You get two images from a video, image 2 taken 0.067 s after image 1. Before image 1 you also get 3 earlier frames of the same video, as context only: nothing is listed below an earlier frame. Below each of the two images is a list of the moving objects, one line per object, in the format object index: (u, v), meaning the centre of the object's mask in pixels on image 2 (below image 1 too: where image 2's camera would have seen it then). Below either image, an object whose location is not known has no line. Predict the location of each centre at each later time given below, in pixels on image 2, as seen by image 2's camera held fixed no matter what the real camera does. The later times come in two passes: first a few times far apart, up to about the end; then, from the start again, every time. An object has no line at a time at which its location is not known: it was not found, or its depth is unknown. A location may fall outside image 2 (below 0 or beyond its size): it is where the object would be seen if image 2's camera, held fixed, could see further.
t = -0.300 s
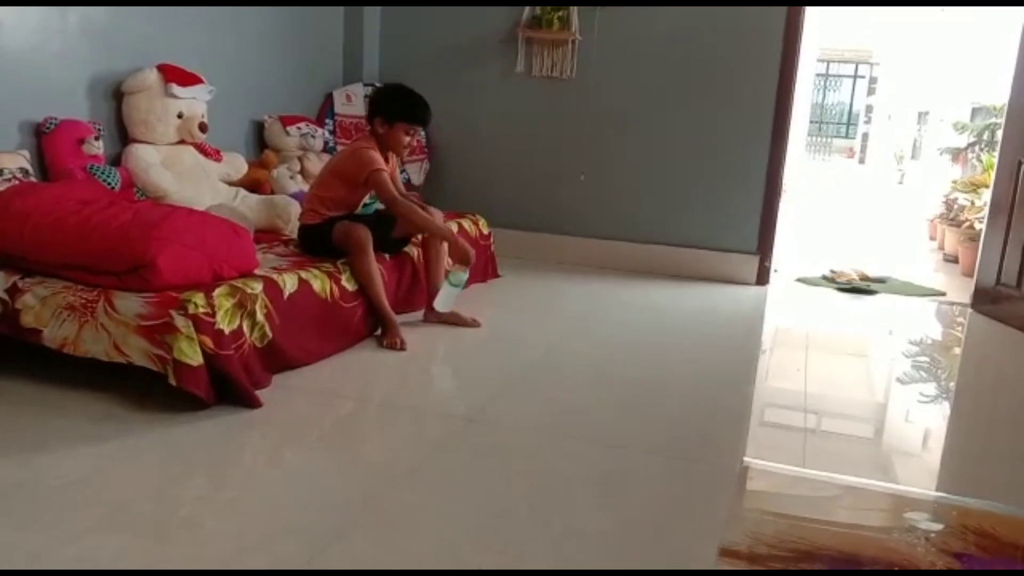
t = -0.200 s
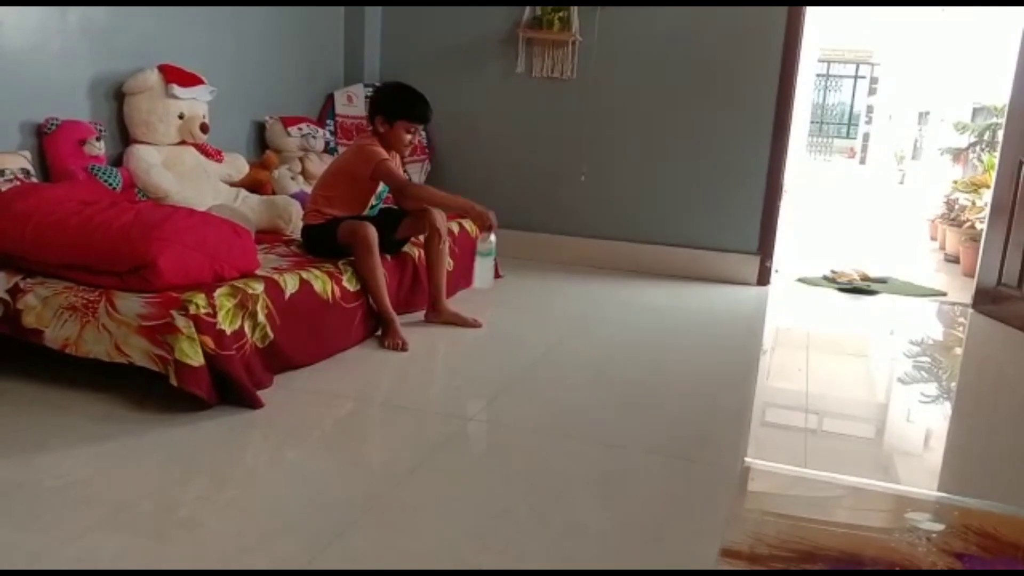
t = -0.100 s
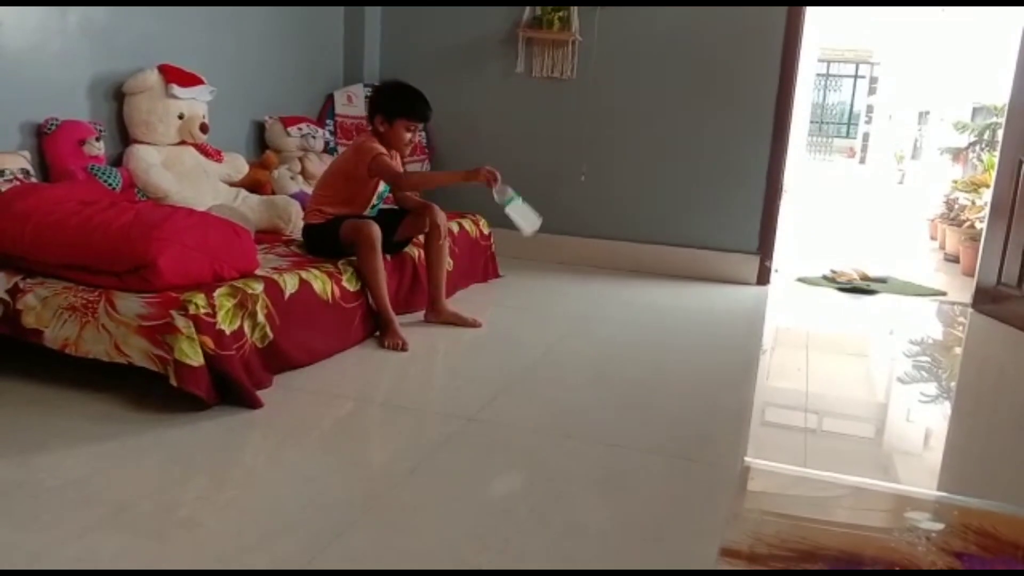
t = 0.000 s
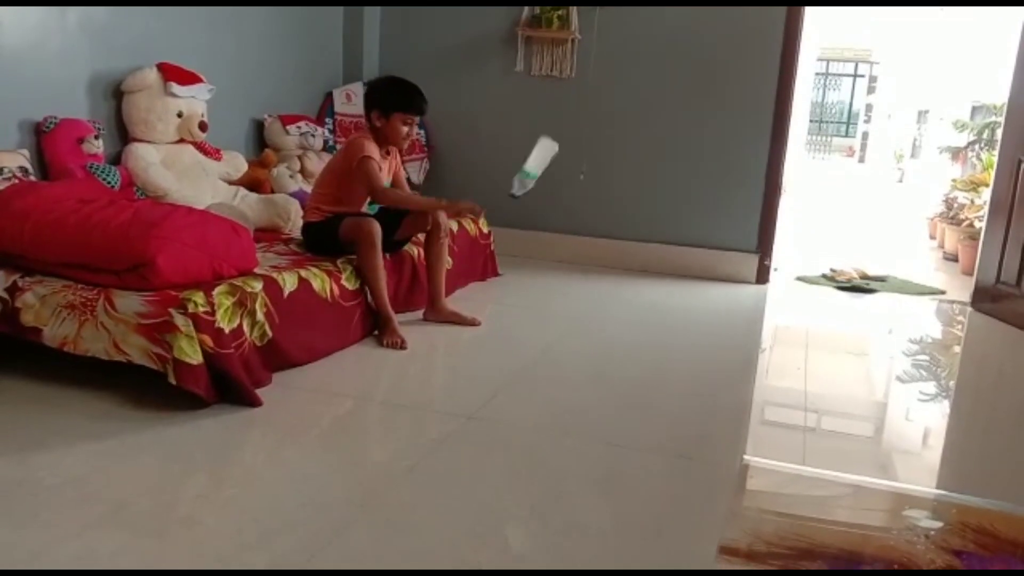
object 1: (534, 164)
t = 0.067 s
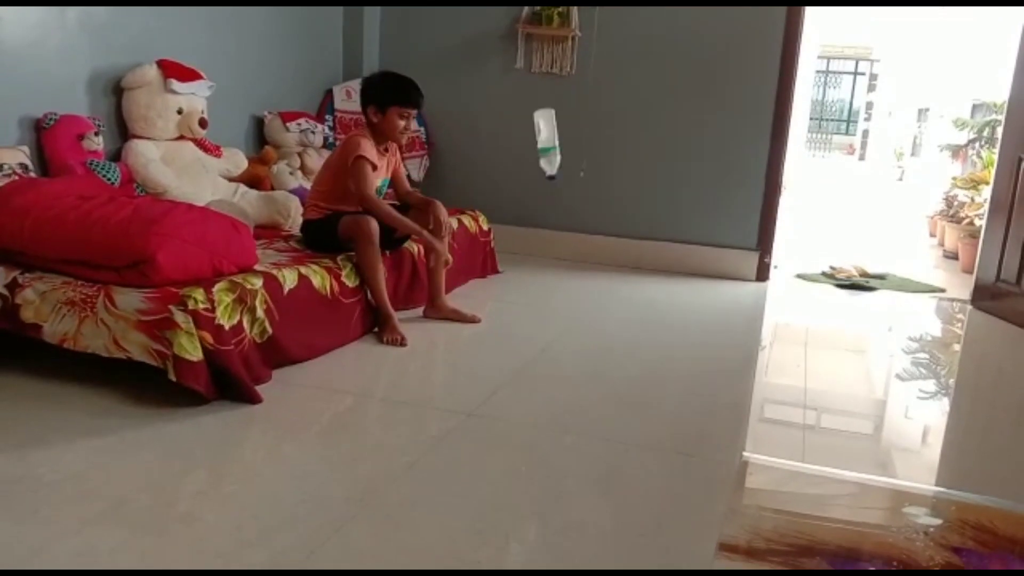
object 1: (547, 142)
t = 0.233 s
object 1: (566, 149)
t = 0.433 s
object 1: (571, 282)
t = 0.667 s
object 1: (545, 342)
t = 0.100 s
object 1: (552, 136)
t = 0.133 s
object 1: (556, 133)
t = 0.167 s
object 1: (560, 135)
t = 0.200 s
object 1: (563, 140)
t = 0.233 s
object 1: (566, 149)
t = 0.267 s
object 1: (568, 162)
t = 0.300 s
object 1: (570, 179)
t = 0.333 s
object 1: (571, 200)
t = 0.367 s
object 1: (571, 224)
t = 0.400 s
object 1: (571, 252)
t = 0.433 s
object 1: (571, 282)
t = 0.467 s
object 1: (570, 318)
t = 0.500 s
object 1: (568, 334)
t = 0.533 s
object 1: (565, 335)
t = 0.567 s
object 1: (561, 336)
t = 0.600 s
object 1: (557, 337)
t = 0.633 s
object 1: (551, 339)
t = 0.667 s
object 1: (545, 342)
